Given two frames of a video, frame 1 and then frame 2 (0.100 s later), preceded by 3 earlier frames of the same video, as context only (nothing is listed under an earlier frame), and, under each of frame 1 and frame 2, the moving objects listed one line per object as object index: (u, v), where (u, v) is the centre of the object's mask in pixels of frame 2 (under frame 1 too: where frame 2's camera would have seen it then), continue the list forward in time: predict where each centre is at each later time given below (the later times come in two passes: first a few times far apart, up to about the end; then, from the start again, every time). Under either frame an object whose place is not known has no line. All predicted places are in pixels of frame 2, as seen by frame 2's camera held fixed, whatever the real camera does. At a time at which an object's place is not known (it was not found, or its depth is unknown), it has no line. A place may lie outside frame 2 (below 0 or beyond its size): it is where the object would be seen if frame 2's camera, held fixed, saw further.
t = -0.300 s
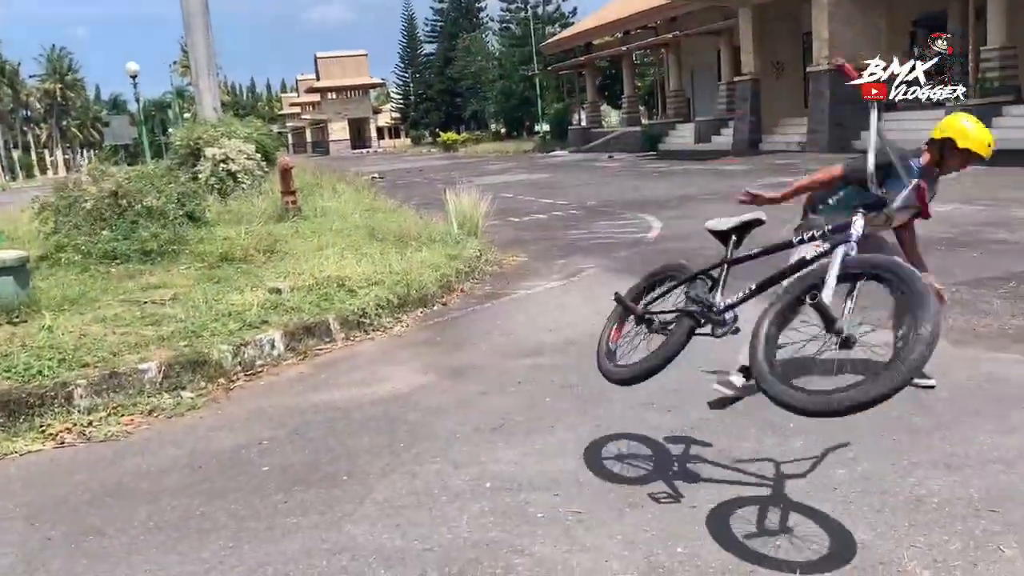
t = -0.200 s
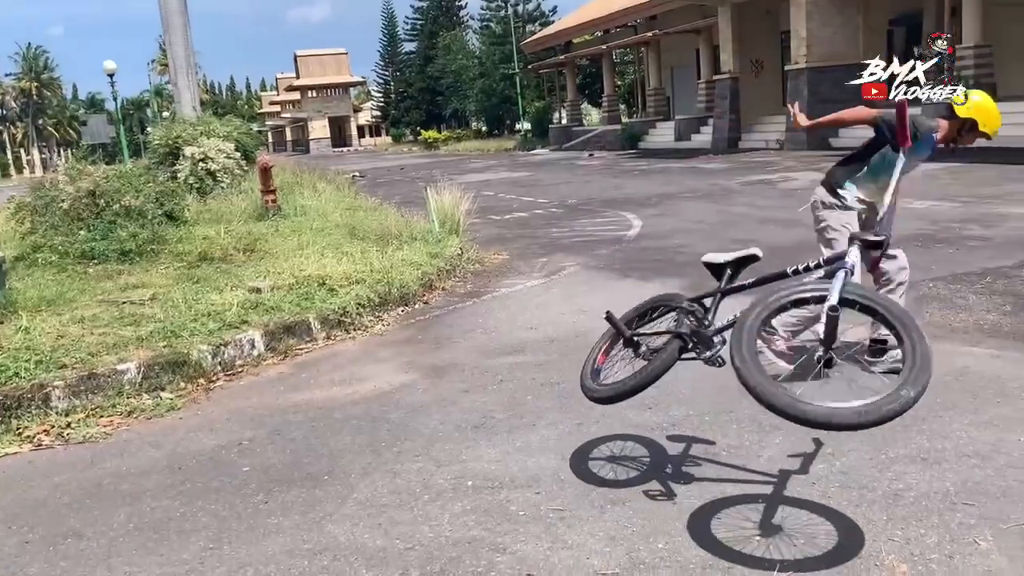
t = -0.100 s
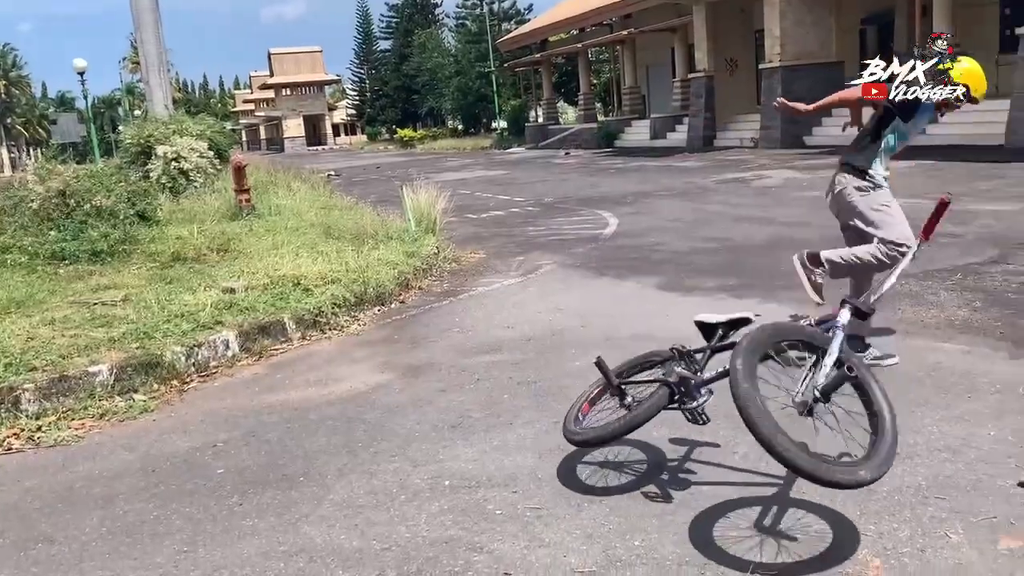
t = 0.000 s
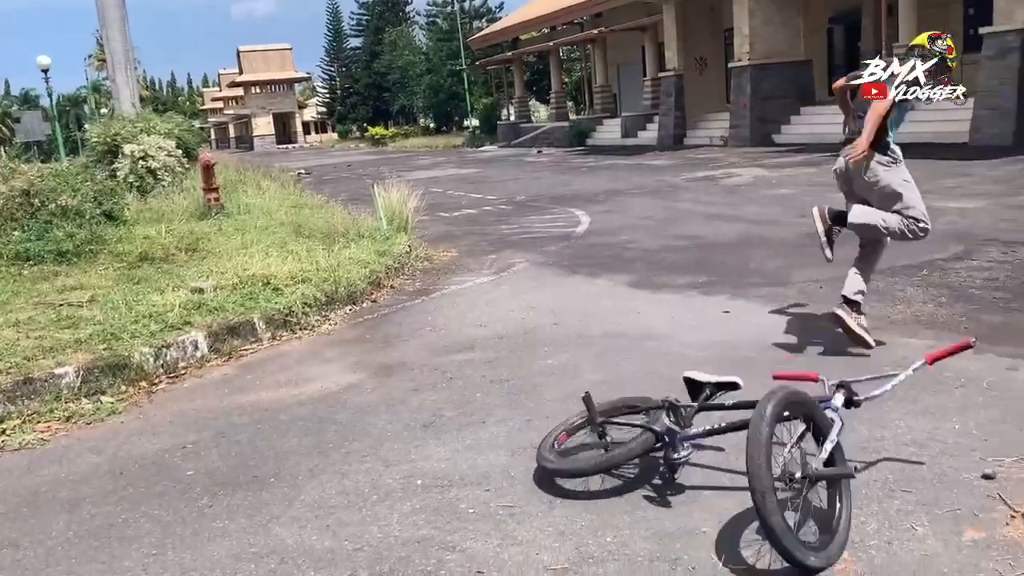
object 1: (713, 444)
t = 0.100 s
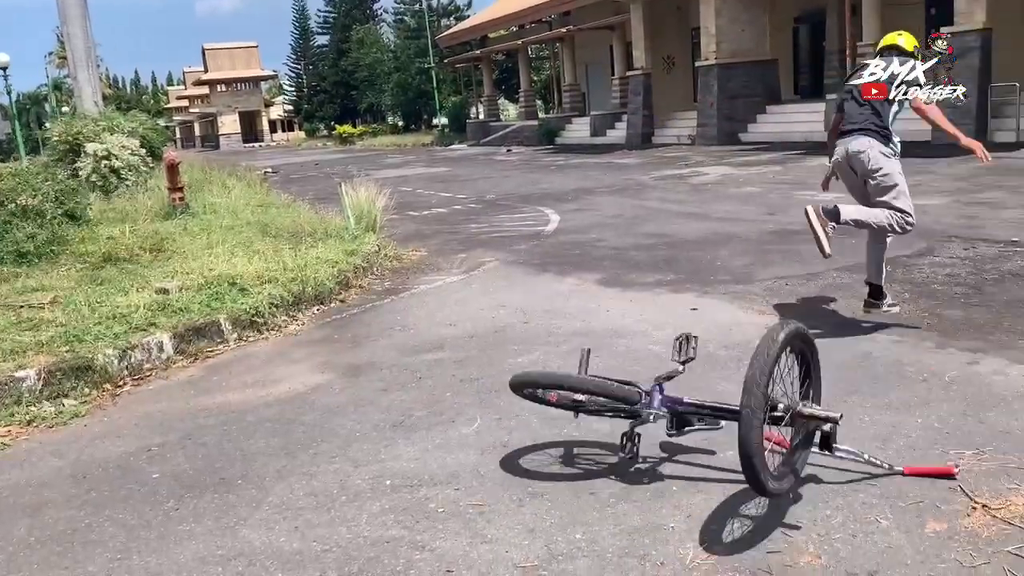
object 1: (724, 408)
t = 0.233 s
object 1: (743, 383)
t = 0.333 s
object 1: (755, 401)
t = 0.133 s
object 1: (728, 397)
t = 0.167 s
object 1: (733, 390)
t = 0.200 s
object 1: (738, 385)
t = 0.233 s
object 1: (743, 383)
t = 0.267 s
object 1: (749, 385)
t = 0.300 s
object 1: (754, 391)
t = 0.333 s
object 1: (755, 401)
